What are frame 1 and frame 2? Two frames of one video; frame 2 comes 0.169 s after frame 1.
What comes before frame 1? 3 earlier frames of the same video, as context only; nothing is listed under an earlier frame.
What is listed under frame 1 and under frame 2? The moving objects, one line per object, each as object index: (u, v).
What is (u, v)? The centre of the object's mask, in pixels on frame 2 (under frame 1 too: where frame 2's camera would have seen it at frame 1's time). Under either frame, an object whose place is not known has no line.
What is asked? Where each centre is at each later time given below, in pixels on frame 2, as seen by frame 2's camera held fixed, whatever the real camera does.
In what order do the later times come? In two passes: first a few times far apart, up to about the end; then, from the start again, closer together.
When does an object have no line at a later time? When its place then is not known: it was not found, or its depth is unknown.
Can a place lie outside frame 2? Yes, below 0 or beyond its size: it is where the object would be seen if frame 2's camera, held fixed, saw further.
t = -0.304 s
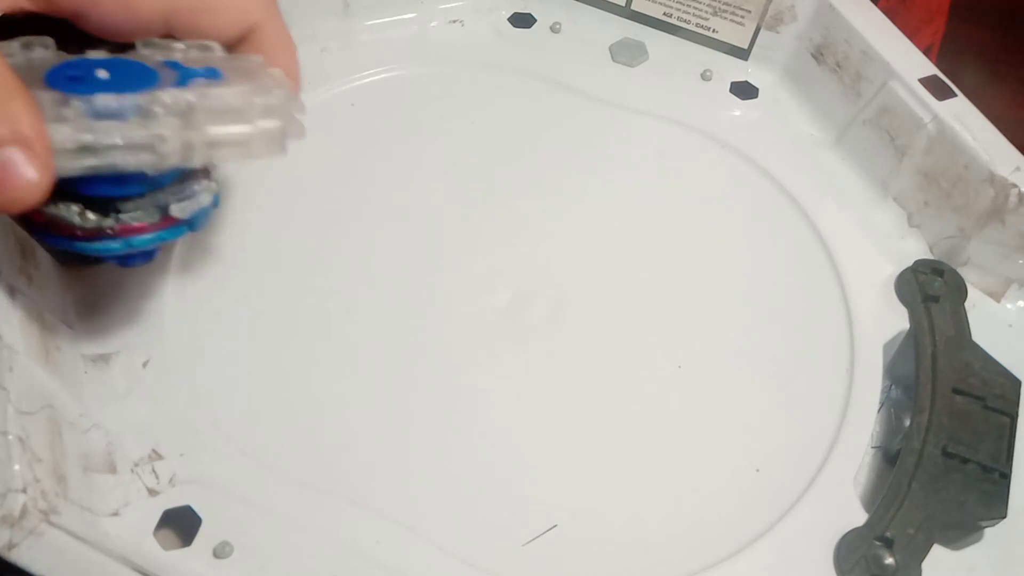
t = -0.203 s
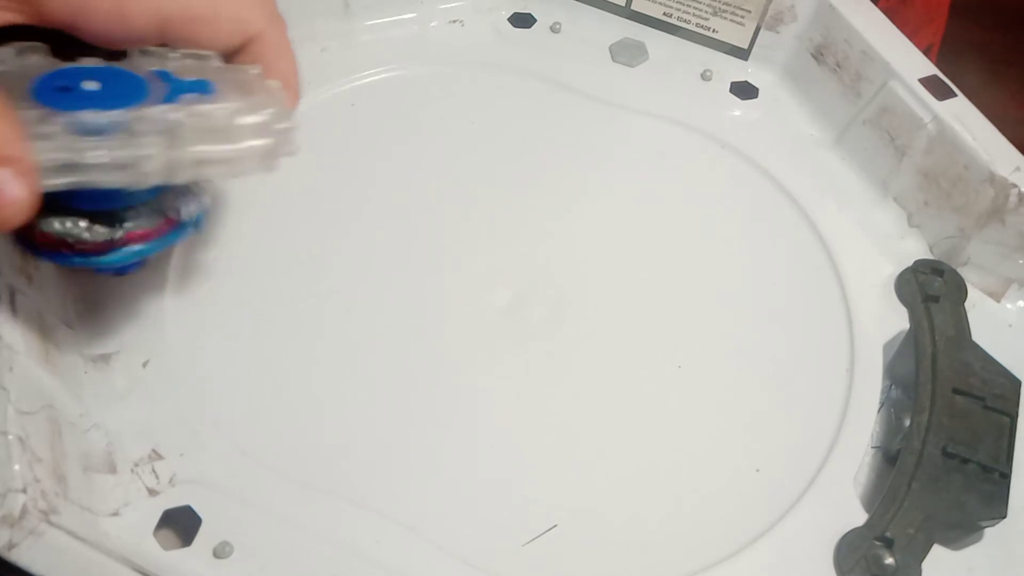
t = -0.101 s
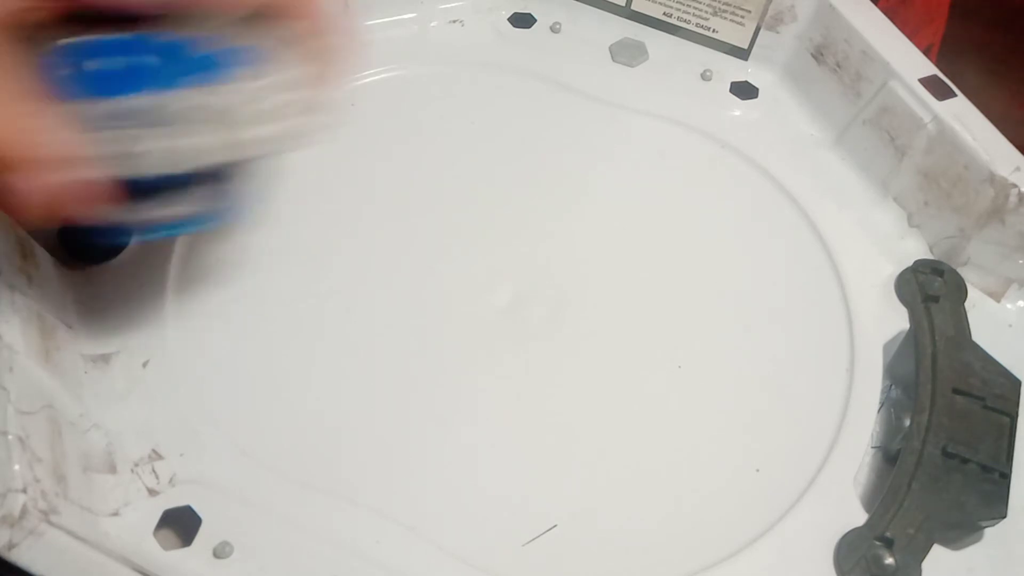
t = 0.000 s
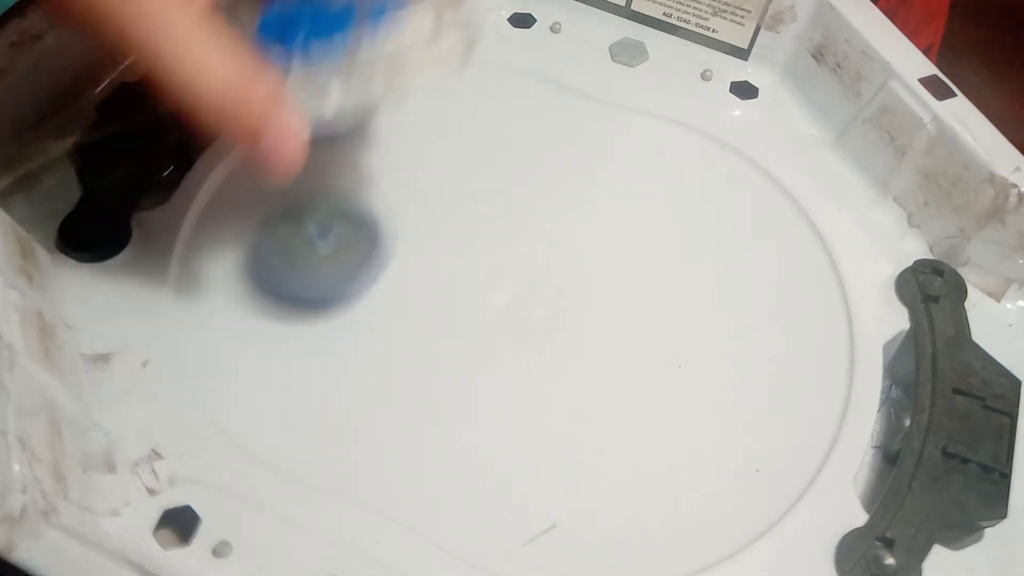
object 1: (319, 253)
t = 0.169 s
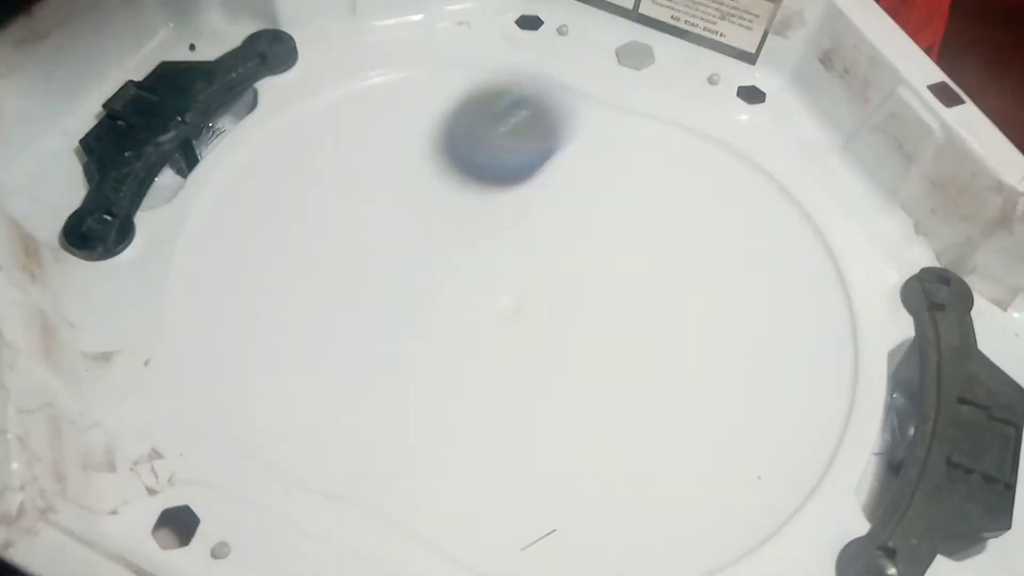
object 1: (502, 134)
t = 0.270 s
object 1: (599, 117)
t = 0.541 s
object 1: (828, 335)
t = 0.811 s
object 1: (380, 470)
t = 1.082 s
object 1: (318, 77)
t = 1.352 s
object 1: (774, 214)
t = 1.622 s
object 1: (518, 538)
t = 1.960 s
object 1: (328, 45)
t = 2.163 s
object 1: (610, 135)
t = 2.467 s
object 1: (742, 506)
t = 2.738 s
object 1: (294, 388)
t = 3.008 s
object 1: (343, 106)
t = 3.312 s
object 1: (776, 144)
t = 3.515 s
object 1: (680, 538)
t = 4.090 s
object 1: (506, 260)
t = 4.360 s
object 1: (460, 193)
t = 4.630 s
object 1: (584, 195)
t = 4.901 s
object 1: (484, 310)
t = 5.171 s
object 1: (294, 255)
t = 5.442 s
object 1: (379, 166)
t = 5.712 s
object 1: (544, 279)
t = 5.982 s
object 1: (529, 390)
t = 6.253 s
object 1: (467, 276)
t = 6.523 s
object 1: (607, 250)
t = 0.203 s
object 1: (535, 119)
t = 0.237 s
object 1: (568, 117)
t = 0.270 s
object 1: (599, 117)
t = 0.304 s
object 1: (630, 125)
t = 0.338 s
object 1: (664, 139)
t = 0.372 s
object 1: (696, 159)
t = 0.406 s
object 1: (732, 182)
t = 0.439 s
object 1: (769, 209)
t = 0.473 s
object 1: (803, 244)
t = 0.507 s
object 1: (827, 284)
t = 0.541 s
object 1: (828, 335)
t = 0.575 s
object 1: (819, 388)
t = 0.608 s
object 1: (795, 442)
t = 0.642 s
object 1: (753, 498)
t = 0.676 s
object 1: (689, 523)
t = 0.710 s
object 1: (611, 533)
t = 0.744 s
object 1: (531, 529)
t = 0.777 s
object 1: (449, 515)
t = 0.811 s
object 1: (380, 470)
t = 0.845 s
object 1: (325, 416)
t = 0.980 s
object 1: (236, 194)
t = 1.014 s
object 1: (241, 137)
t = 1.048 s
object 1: (271, 96)
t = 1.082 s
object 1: (318, 77)
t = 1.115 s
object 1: (365, 55)
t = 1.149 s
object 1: (421, 47)
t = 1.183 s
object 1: (481, 52)
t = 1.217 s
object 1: (541, 66)
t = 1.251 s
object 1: (599, 93)
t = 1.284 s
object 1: (658, 134)
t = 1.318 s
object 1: (716, 174)
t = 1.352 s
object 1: (774, 214)
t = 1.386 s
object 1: (819, 258)
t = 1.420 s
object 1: (841, 309)
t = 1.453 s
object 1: (841, 367)
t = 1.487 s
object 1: (815, 429)
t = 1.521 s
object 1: (774, 495)
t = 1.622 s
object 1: (518, 538)
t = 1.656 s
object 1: (424, 517)
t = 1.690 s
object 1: (338, 464)
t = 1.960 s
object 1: (328, 45)
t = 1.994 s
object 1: (368, 40)
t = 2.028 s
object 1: (423, 54)
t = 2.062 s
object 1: (470, 69)
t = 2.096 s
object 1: (520, 88)
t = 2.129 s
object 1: (565, 109)
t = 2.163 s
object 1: (610, 135)
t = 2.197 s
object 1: (656, 166)
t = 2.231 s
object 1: (699, 198)
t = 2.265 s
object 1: (739, 236)
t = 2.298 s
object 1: (770, 276)
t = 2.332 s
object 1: (793, 319)
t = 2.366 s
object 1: (804, 365)
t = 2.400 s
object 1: (807, 417)
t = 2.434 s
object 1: (790, 466)
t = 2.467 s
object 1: (742, 506)
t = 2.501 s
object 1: (688, 528)
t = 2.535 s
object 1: (627, 534)
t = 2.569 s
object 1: (555, 535)
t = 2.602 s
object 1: (488, 524)
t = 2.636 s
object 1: (430, 501)
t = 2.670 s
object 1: (377, 469)
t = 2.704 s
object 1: (328, 424)
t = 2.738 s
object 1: (294, 388)
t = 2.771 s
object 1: (264, 346)
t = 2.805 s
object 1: (251, 303)
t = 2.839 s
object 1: (246, 260)
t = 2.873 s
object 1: (251, 218)
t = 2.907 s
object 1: (265, 186)
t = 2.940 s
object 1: (285, 153)
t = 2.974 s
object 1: (310, 129)
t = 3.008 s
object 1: (343, 106)
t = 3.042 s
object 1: (377, 88)
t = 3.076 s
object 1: (415, 76)
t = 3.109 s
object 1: (455, 66)
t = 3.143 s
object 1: (493, 64)
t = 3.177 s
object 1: (533, 69)
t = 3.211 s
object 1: (572, 88)
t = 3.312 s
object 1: (776, 144)
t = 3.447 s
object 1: (822, 435)
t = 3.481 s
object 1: (767, 513)
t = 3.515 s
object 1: (680, 538)
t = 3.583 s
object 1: (480, 529)
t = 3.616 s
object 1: (392, 499)
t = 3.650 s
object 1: (377, 509)
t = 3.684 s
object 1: (445, 555)
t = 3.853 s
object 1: (682, 401)
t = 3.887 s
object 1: (694, 347)
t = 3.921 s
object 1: (702, 298)
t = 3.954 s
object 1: (663, 290)
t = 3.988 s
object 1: (610, 294)
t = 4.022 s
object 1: (573, 280)
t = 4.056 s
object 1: (537, 269)
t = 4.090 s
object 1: (506, 260)
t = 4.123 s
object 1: (478, 252)
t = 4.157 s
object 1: (458, 245)
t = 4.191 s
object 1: (444, 238)
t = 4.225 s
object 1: (436, 231)
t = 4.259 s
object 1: (436, 223)
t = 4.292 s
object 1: (440, 214)
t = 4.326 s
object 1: (448, 204)
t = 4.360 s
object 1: (460, 193)
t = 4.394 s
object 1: (476, 181)
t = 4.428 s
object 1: (495, 173)
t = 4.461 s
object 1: (518, 168)
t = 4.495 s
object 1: (539, 166)
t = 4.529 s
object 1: (560, 169)
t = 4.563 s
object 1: (566, 175)
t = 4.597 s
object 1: (576, 183)
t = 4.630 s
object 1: (584, 195)
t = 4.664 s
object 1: (589, 208)
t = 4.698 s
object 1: (589, 223)
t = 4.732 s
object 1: (583, 238)
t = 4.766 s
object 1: (571, 254)
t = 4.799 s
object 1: (555, 270)
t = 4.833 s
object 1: (535, 288)
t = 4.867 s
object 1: (512, 302)
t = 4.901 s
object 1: (484, 310)
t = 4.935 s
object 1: (456, 312)
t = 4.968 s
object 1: (427, 311)
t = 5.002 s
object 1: (399, 308)
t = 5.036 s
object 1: (373, 303)
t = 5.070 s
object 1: (347, 295)
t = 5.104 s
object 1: (326, 284)
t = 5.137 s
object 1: (307, 270)
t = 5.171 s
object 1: (294, 255)
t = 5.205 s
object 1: (286, 239)
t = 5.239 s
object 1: (284, 221)
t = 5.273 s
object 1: (287, 206)
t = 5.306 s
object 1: (298, 191)
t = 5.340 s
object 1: (312, 179)
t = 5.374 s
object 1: (332, 170)
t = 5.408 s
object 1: (354, 166)
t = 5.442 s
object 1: (379, 166)
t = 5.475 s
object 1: (404, 171)
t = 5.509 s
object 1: (427, 181)
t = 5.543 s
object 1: (449, 194)
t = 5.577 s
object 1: (469, 210)
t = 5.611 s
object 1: (489, 227)
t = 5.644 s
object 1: (508, 246)
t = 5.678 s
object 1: (528, 264)
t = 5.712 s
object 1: (544, 279)
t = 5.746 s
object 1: (554, 293)
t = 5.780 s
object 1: (559, 311)
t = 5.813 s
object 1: (562, 329)
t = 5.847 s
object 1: (563, 347)
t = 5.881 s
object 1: (562, 363)
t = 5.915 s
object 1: (556, 378)
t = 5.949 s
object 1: (544, 388)
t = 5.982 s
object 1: (529, 390)
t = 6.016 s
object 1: (511, 386)
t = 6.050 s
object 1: (497, 377)
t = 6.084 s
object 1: (485, 363)
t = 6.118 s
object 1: (476, 348)
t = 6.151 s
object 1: (470, 333)
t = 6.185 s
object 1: (465, 316)
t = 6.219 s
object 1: (464, 296)
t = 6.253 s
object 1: (467, 276)
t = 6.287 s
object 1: (476, 261)
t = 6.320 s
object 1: (491, 250)
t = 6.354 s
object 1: (509, 242)
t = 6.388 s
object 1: (530, 241)
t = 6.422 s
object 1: (550, 242)
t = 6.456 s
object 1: (570, 243)
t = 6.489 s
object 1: (589, 246)
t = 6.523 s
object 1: (607, 250)
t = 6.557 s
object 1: (622, 257)
